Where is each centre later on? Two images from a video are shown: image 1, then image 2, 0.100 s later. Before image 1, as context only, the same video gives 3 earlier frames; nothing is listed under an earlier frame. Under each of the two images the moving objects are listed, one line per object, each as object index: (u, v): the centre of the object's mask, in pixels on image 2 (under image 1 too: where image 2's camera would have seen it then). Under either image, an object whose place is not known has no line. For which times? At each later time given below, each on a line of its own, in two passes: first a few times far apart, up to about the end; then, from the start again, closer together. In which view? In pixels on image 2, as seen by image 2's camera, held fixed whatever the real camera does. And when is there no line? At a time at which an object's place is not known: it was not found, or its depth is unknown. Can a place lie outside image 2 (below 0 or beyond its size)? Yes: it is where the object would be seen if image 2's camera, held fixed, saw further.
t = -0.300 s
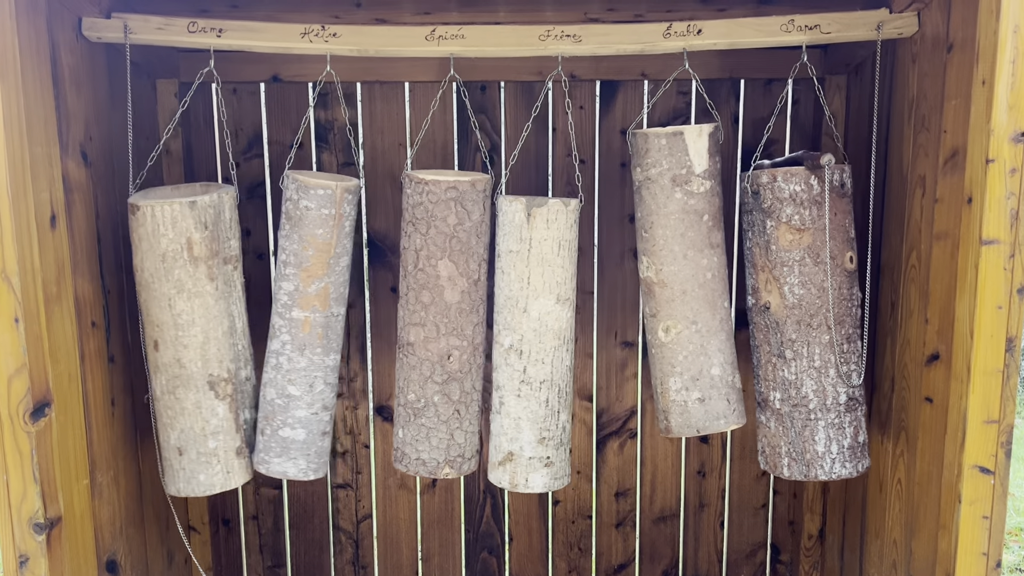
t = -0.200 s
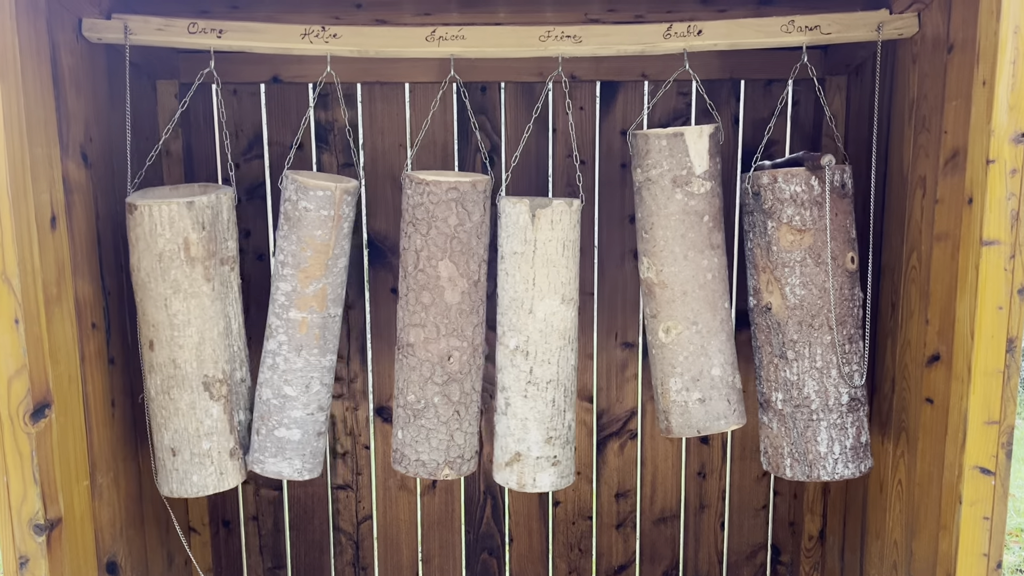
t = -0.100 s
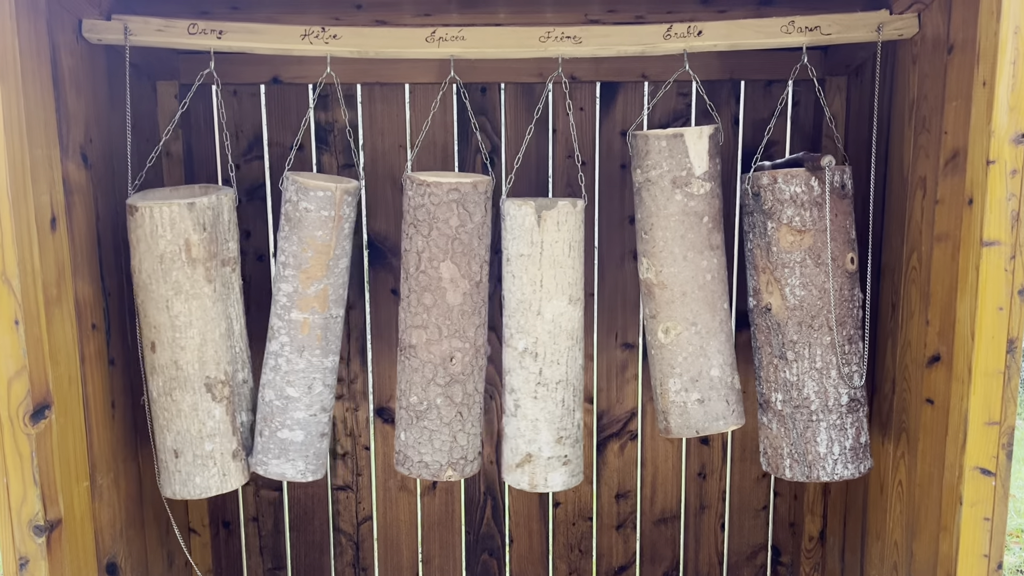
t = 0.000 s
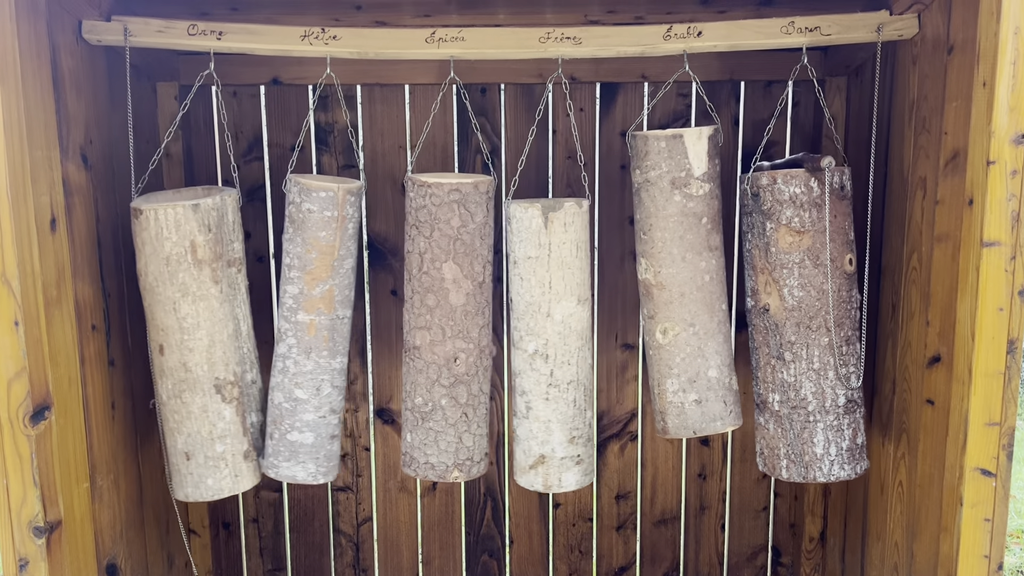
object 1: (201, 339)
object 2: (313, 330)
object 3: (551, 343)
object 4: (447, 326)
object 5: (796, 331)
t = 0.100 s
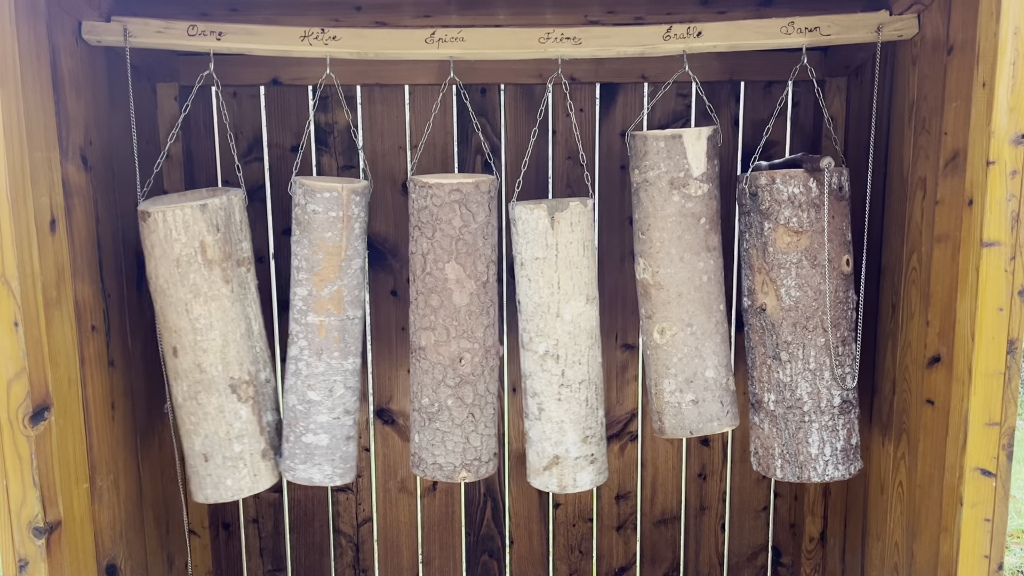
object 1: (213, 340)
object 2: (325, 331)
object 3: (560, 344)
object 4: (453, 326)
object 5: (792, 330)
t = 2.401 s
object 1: (241, 338)
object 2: (350, 331)
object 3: (553, 350)
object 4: (454, 325)
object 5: (790, 327)
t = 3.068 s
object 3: (550, 344)
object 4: (455, 326)
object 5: (792, 326)
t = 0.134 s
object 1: (218, 340)
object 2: (329, 331)
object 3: (562, 344)
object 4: (456, 326)
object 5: (797, 322)
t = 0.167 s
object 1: (223, 340)
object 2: (334, 331)
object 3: (565, 344)
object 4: (458, 326)
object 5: (789, 329)
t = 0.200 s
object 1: (228, 341)
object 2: (339, 331)
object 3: (568, 345)
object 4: (460, 326)
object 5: (794, 321)
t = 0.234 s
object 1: (233, 341)
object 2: (344, 331)
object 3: (570, 344)
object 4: (462, 326)
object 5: (793, 321)
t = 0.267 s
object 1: (238, 341)
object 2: (349, 332)
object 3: (572, 344)
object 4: (464, 325)
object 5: (784, 328)
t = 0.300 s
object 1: (243, 341)
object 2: (353, 332)
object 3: (574, 345)
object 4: (466, 325)
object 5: (790, 321)
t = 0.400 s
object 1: (255, 340)
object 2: (364, 331)
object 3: (577, 346)
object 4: (471, 325)
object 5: (780, 326)
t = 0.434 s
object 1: (258, 339)
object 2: (367, 330)
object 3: (577, 346)
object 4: (472, 325)
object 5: (779, 326)
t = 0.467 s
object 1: (260, 339)
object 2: (369, 330)
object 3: (577, 347)
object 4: (473, 325)
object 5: (779, 325)
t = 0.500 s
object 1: (262, 339)
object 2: (371, 330)
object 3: (577, 347)
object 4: (473, 325)
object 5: (778, 325)
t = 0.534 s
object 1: (264, 338)
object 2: (372, 330)
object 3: (576, 348)
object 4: (473, 325)
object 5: (778, 325)
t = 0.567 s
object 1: (264, 338)
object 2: (372, 330)
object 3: (575, 348)
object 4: (473, 324)
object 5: (778, 325)
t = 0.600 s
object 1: (264, 337)
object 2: (372, 330)
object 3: (573, 349)
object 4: (472, 325)
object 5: (779, 324)
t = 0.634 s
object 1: (264, 337)
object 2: (371, 331)
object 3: (571, 350)
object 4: (471, 325)
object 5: (779, 324)
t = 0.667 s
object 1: (262, 338)
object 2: (370, 331)
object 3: (569, 350)
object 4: (470, 325)
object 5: (785, 320)
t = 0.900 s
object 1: (238, 339)
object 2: (346, 332)
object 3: (549, 351)
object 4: (456, 325)
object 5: (794, 321)
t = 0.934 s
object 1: (233, 339)
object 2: (342, 332)
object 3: (546, 350)
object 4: (453, 325)
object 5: (790, 326)
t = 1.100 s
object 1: (209, 338)
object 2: (319, 330)
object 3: (536, 348)
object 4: (444, 325)
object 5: (797, 327)
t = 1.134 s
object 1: (206, 338)
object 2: (316, 330)
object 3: (535, 348)
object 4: (442, 325)
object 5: (798, 327)
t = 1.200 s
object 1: (199, 338)
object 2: (310, 329)
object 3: (535, 347)
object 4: (441, 325)
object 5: (800, 327)
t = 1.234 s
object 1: (197, 337)
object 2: (308, 328)
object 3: (535, 346)
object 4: (440, 325)
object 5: (800, 327)
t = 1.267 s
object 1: (195, 337)
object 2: (306, 328)
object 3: (535, 346)
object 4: (440, 326)
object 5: (806, 322)
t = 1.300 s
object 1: (193, 337)
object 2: (305, 328)
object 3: (536, 346)
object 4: (440, 326)
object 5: (806, 322)
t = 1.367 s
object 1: (193, 337)
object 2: (305, 328)
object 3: (539, 345)
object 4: (442, 326)
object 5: (800, 328)
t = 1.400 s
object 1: (193, 337)
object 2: (305, 328)
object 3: (541, 345)
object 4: (443, 326)
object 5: (799, 328)
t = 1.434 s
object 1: (195, 338)
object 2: (307, 328)
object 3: (543, 344)
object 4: (445, 326)
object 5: (798, 328)
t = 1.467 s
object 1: (197, 338)
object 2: (309, 328)
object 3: (545, 344)
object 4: (447, 326)
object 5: (797, 329)
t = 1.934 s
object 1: (254, 339)
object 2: (363, 330)
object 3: (576, 346)
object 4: (473, 324)
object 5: (777, 328)
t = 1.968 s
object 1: (257, 339)
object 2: (365, 330)
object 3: (576, 346)
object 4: (473, 324)
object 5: (777, 327)
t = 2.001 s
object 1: (259, 338)
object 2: (367, 330)
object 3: (576, 347)
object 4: (473, 324)
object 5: (777, 327)
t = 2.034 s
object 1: (261, 338)
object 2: (369, 330)
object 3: (576, 347)
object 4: (473, 323)
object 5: (776, 327)
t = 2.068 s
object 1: (262, 337)
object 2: (370, 330)
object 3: (575, 348)
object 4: (472, 323)
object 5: (777, 327)
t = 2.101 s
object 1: (263, 337)
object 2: (370, 330)
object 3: (574, 348)
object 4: (472, 324)
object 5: (777, 327)
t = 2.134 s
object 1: (262, 337)
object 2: (370, 330)
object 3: (573, 349)
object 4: (470, 323)
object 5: (778, 326)
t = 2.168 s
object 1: (262, 337)
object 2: (369, 330)
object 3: (571, 349)
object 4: (469, 323)
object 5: (786, 320)
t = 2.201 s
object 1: (260, 338)
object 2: (368, 330)
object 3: (569, 350)
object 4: (467, 323)
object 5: (780, 327)
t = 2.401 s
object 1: (241, 338)
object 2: (350, 331)
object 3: (553, 350)
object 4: (454, 325)
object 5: (790, 327)
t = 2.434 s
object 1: (236, 339)
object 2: (345, 331)
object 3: (550, 350)
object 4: (452, 325)
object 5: (798, 321)
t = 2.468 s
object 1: (232, 339)
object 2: (341, 331)
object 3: (548, 349)
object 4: (449, 325)
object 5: (794, 328)
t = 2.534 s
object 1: (222, 338)
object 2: (332, 331)
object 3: (543, 349)
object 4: (445, 325)
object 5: (802, 321)
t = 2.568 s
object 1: (218, 338)
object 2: (327, 331)
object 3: (541, 348)
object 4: (444, 325)
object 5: (804, 321)
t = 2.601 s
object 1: (213, 338)
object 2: (323, 330)
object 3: (539, 348)
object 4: (442, 325)
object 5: (799, 326)
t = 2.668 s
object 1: (206, 338)
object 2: (316, 329)
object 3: (537, 347)
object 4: (441, 326)
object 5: (801, 327)
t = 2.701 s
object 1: (203, 337)
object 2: (313, 329)
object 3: (536, 346)
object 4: (440, 326)
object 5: (801, 327)
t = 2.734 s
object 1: (200, 337)
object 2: (310, 328)
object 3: (536, 346)
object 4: (440, 326)
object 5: (807, 321)
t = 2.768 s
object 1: (198, 337)
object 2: (308, 328)
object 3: (536, 345)
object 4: (440, 326)
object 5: (806, 321)
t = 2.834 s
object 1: (195, 337)
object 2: (306, 327)
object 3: (537, 345)
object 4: (442, 326)
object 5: (800, 327)
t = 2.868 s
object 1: (195, 337)
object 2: (305, 327)
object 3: (538, 345)
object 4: (443, 326)
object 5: (800, 327)
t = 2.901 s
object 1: (195, 337)
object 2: (306, 327)
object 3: (539, 345)
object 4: (444, 326)
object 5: (799, 327)
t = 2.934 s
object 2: (307, 327)
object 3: (541, 344)
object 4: (446, 326)
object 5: (798, 326)
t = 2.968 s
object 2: (308, 328)
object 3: (543, 344)
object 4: (448, 326)
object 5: (796, 326)
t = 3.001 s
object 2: (310, 328)
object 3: (546, 344)
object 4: (450, 327)
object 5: (795, 326)
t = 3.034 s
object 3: (548, 344)
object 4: (453, 327)
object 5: (799, 321)
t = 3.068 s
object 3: (550, 344)
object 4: (455, 326)
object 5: (792, 326)
